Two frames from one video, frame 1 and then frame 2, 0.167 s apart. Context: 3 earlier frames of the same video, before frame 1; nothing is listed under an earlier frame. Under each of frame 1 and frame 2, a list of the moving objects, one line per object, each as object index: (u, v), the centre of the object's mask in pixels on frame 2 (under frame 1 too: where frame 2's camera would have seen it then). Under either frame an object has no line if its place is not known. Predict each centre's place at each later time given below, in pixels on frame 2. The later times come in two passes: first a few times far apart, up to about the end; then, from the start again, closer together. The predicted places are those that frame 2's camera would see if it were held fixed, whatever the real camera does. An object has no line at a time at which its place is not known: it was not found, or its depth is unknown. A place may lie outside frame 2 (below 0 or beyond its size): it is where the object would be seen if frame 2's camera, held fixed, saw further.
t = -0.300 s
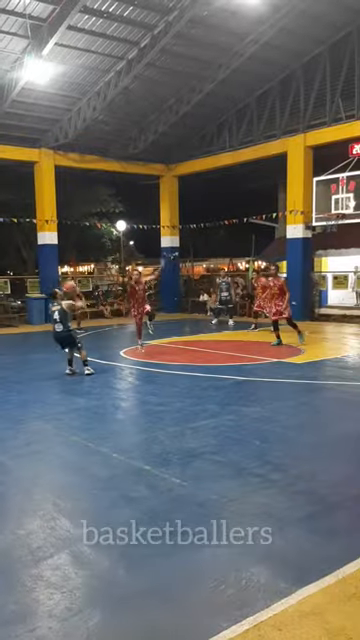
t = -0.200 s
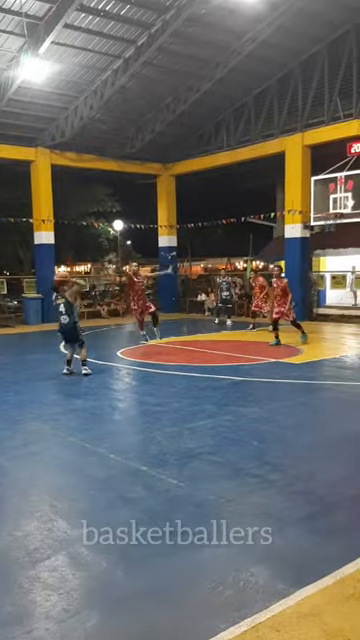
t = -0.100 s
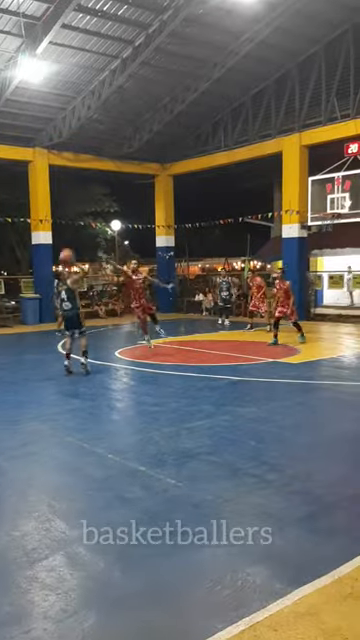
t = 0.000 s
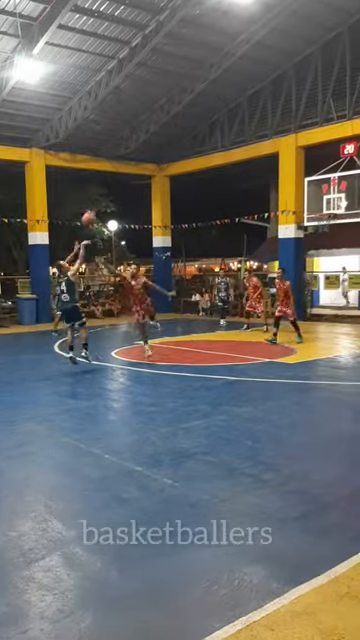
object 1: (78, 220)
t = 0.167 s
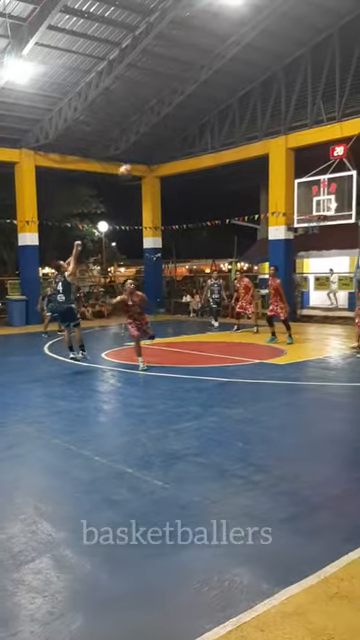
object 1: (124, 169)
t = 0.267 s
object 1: (150, 152)
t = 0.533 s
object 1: (209, 131)
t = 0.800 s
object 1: (257, 144)
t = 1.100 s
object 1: (302, 189)
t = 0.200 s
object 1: (134, 164)
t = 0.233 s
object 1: (142, 158)
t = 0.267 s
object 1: (150, 152)
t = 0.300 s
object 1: (158, 147)
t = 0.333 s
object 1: (166, 143)
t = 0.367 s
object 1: (173, 139)
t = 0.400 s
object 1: (181, 136)
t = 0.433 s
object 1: (189, 134)
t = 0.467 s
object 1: (196, 132)
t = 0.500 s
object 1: (203, 131)
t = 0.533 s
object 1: (209, 131)
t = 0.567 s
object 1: (216, 131)
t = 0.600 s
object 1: (222, 132)
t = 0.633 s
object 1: (228, 132)
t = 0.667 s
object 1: (234, 134)
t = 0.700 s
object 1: (240, 135)
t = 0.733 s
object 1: (246, 137)
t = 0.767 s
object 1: (252, 140)
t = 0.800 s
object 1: (257, 144)
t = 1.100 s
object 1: (302, 189)
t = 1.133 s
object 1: (305, 196)
